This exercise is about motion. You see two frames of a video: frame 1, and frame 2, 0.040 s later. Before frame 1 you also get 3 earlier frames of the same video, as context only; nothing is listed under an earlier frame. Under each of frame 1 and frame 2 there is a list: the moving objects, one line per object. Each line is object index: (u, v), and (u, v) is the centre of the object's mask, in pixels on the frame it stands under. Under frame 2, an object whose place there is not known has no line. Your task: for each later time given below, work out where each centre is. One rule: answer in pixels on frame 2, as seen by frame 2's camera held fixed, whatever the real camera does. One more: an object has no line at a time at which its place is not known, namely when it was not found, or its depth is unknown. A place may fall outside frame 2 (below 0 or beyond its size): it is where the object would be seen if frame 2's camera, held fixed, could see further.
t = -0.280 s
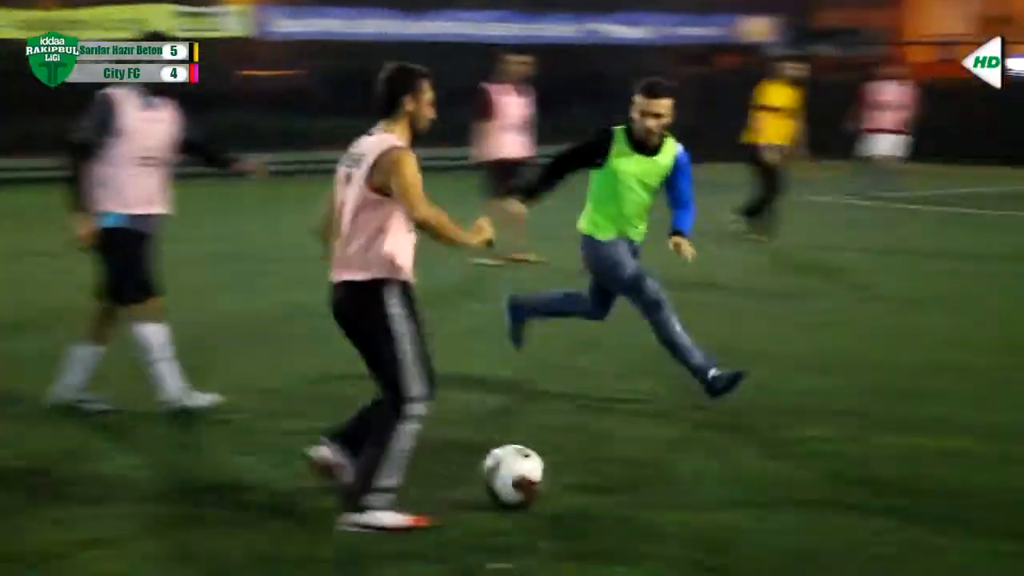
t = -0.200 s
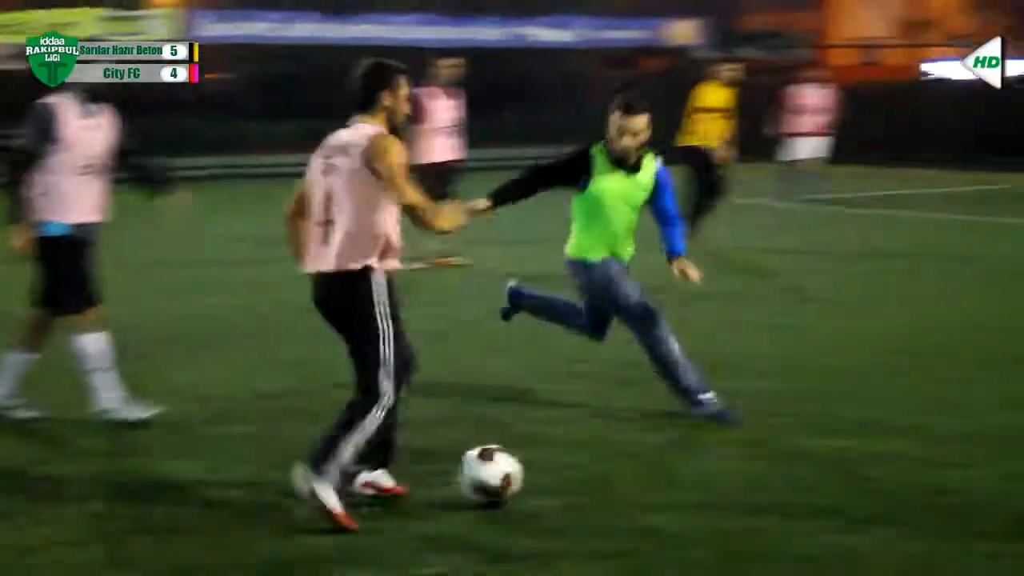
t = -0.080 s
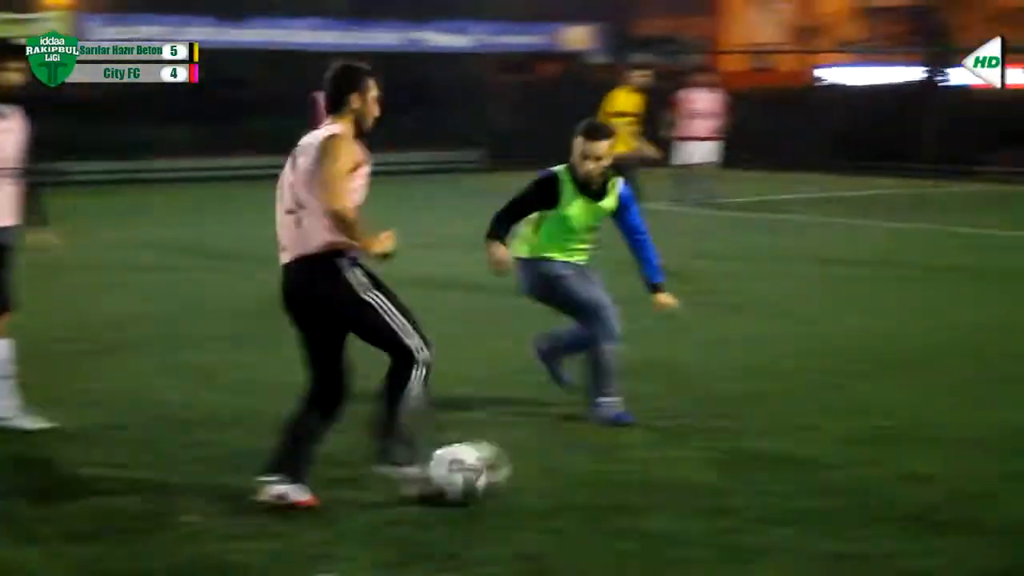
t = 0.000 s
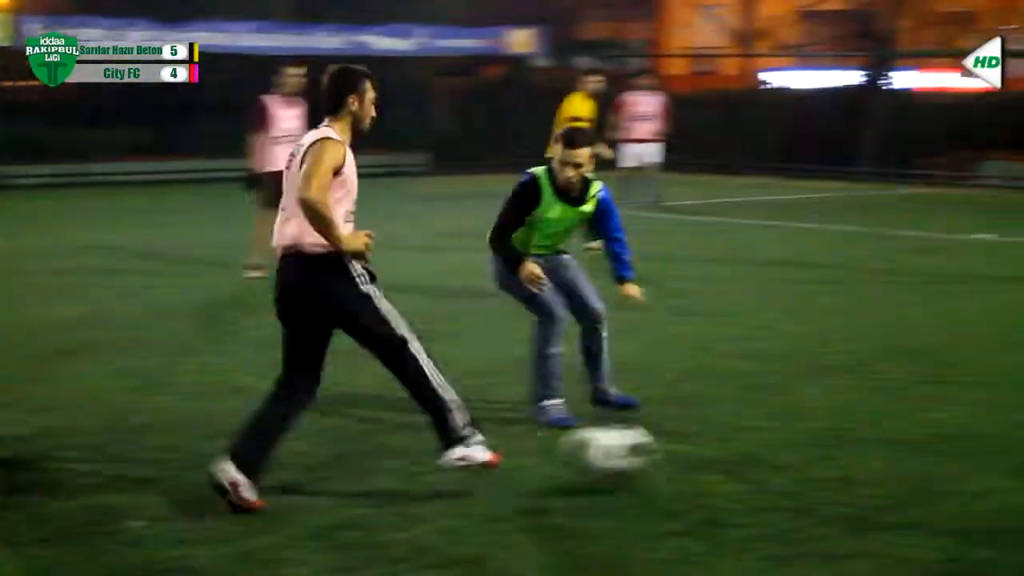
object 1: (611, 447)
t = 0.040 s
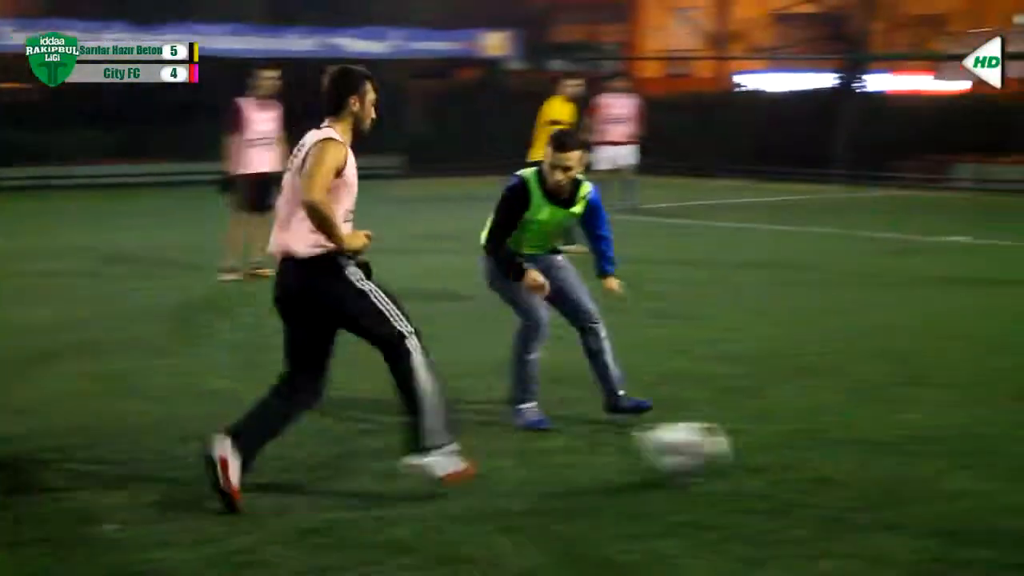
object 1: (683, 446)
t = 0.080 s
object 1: (766, 446)
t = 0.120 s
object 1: (859, 446)
